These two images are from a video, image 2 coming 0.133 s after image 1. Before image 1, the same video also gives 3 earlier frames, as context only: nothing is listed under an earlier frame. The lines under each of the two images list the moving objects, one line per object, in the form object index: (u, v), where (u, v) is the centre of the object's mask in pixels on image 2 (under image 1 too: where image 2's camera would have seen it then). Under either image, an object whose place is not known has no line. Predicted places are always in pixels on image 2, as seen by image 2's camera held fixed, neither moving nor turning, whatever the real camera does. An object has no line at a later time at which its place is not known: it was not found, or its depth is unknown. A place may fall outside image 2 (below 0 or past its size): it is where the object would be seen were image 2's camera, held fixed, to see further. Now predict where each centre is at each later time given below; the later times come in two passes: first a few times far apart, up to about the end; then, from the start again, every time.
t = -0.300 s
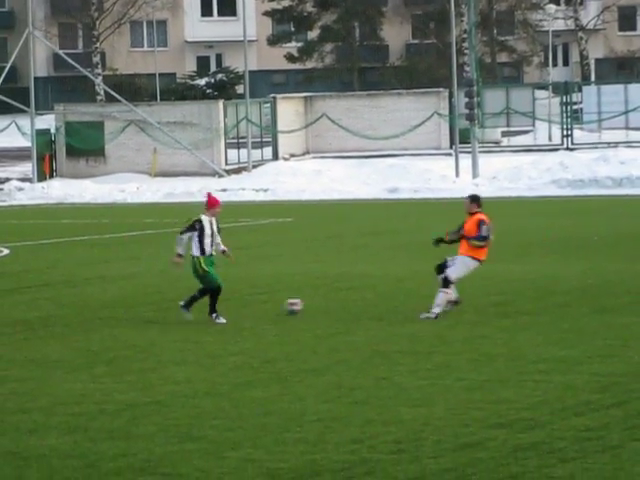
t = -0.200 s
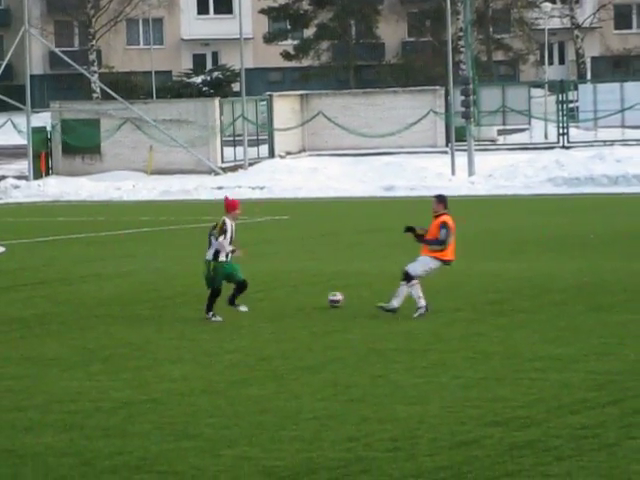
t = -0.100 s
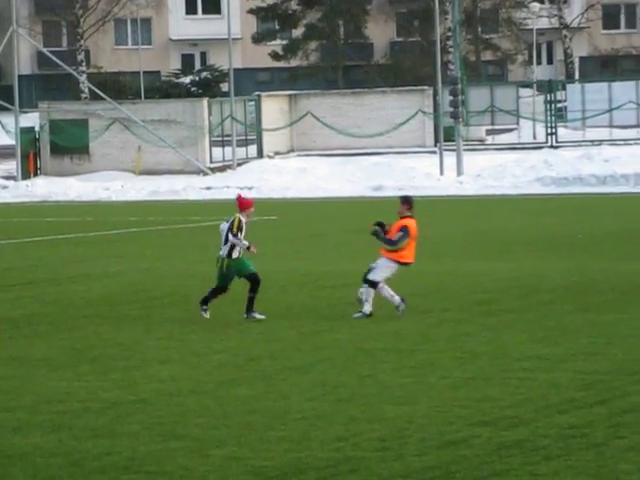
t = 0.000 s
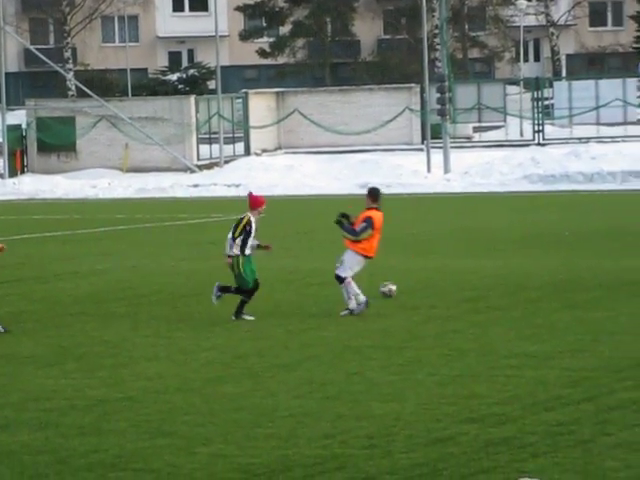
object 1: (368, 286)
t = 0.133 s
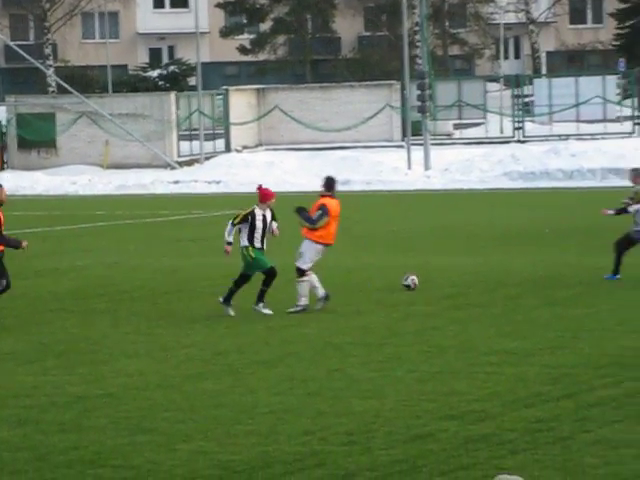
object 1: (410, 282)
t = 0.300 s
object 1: (453, 277)
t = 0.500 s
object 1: (496, 274)
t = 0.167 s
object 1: (419, 281)
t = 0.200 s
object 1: (429, 280)
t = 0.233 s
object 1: (438, 279)
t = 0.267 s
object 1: (445, 278)
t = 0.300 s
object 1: (453, 277)
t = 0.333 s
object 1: (462, 277)
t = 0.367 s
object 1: (469, 277)
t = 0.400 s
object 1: (476, 275)
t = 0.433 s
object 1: (482, 274)
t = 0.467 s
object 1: (489, 274)
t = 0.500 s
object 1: (496, 274)
